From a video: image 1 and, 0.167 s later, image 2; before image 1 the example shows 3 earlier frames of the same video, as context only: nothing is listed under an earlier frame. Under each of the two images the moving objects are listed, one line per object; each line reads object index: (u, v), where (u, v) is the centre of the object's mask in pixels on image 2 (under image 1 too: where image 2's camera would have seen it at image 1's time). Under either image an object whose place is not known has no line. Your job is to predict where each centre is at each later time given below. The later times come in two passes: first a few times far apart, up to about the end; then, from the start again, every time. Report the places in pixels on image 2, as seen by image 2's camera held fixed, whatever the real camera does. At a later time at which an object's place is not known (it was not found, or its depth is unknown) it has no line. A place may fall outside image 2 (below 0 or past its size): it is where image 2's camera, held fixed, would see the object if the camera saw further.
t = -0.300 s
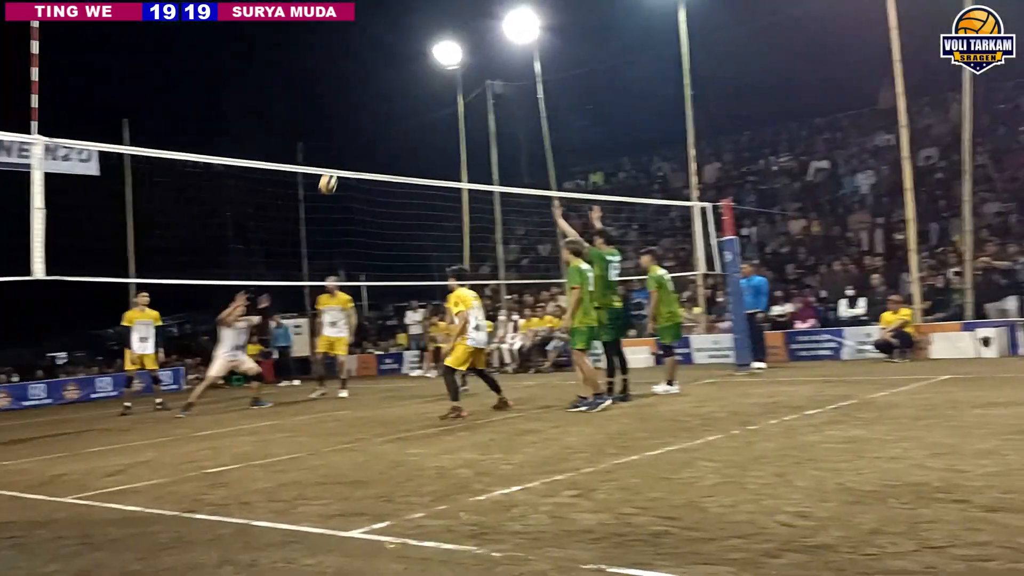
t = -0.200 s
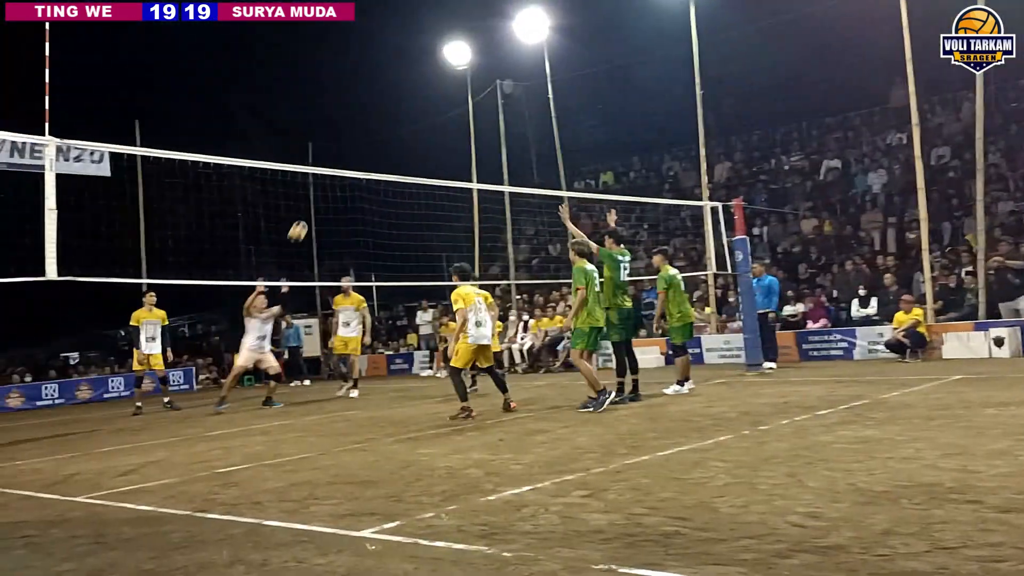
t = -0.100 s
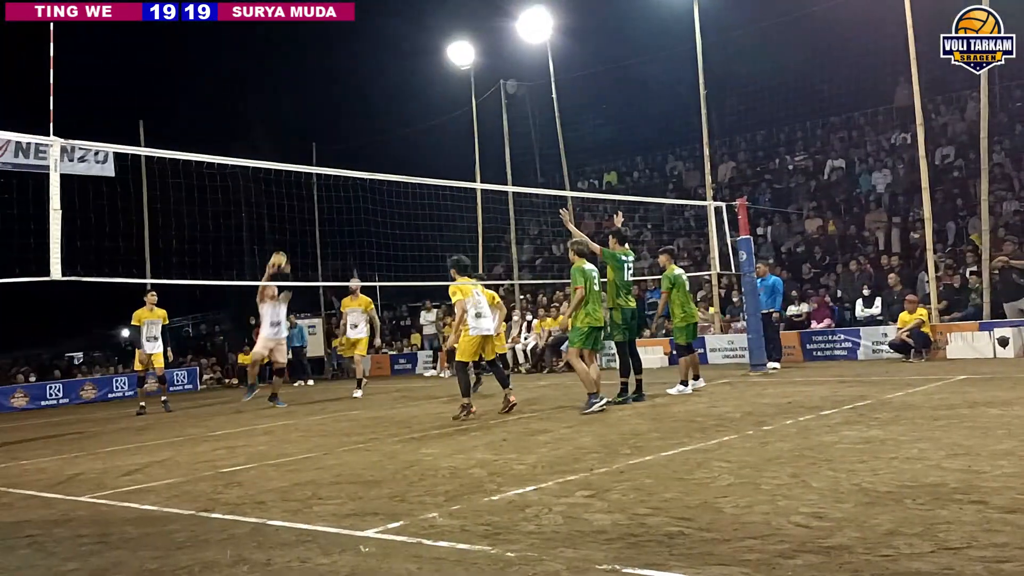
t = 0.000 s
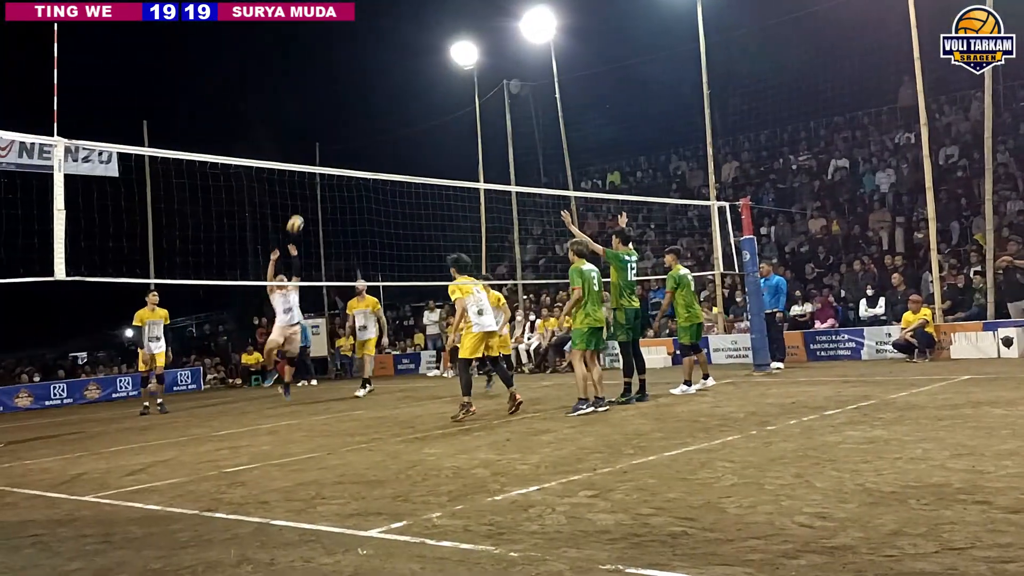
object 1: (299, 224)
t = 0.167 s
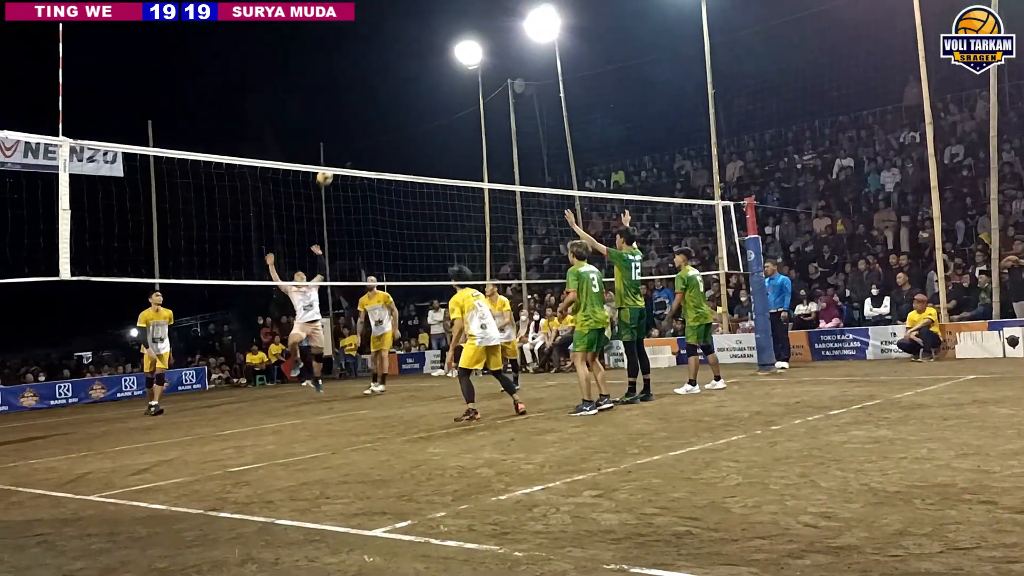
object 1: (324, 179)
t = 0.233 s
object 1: (335, 161)
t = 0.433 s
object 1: (371, 138)
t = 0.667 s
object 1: (420, 148)
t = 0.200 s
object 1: (330, 167)
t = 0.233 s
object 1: (335, 161)
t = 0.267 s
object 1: (341, 156)
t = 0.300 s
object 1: (344, 151)
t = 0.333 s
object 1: (351, 146)
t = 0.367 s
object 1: (359, 143)
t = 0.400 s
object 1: (365, 139)
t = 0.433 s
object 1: (371, 138)
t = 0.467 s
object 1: (378, 136)
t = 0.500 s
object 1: (384, 136)
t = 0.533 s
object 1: (391, 136)
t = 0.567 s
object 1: (398, 138)
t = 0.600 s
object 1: (405, 140)
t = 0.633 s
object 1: (413, 143)
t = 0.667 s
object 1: (420, 148)
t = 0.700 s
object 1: (427, 153)
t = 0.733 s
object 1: (435, 159)
